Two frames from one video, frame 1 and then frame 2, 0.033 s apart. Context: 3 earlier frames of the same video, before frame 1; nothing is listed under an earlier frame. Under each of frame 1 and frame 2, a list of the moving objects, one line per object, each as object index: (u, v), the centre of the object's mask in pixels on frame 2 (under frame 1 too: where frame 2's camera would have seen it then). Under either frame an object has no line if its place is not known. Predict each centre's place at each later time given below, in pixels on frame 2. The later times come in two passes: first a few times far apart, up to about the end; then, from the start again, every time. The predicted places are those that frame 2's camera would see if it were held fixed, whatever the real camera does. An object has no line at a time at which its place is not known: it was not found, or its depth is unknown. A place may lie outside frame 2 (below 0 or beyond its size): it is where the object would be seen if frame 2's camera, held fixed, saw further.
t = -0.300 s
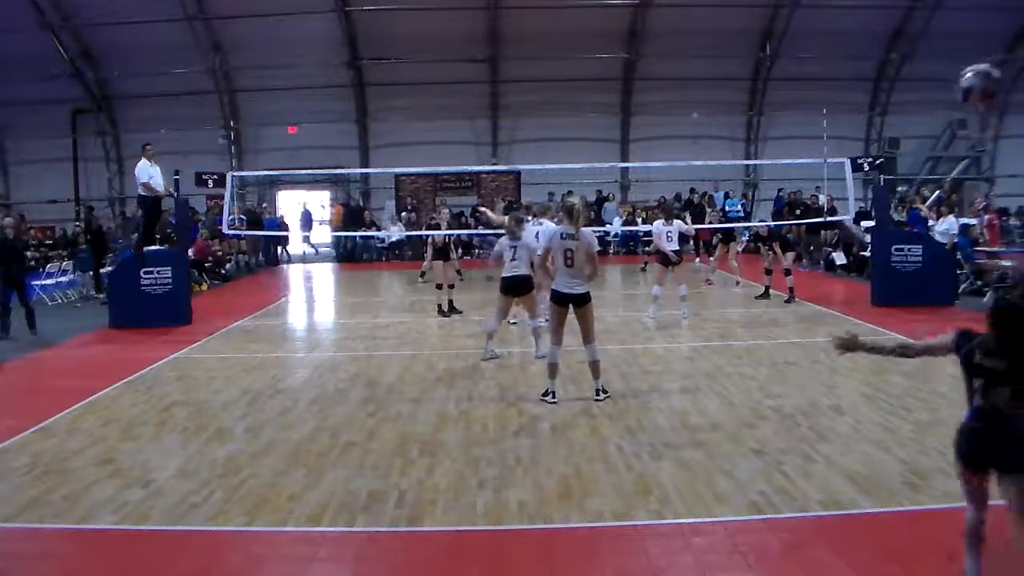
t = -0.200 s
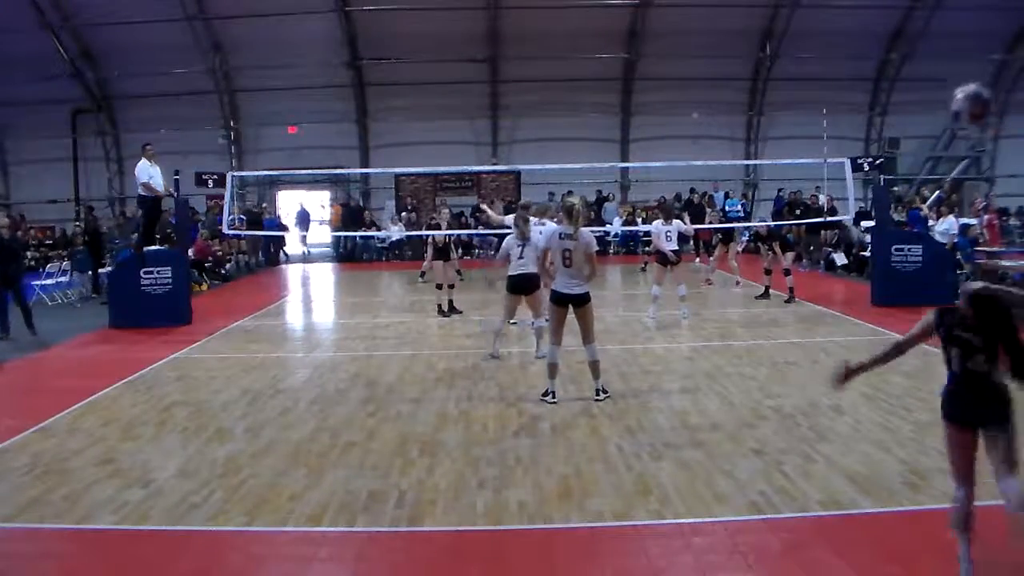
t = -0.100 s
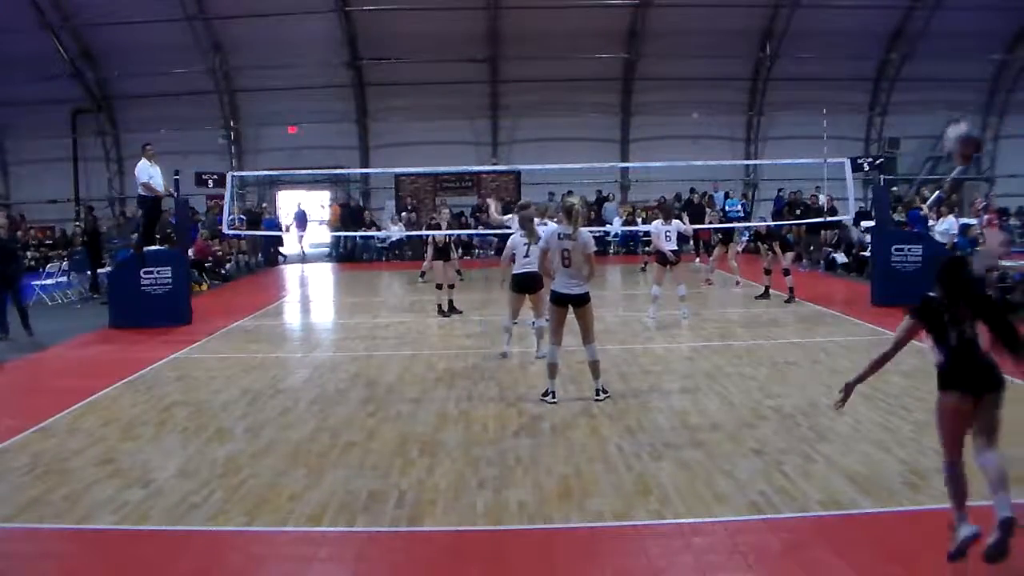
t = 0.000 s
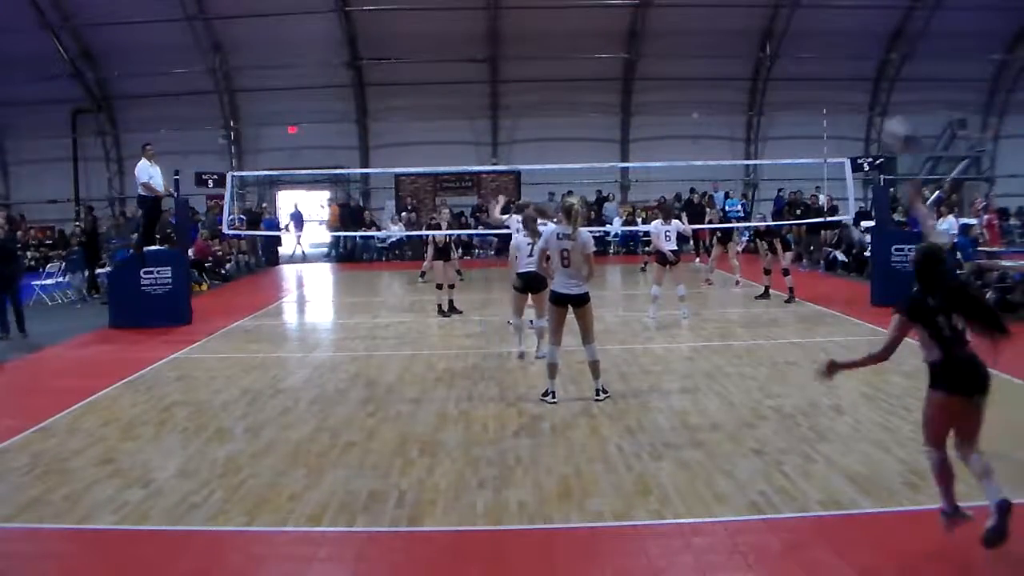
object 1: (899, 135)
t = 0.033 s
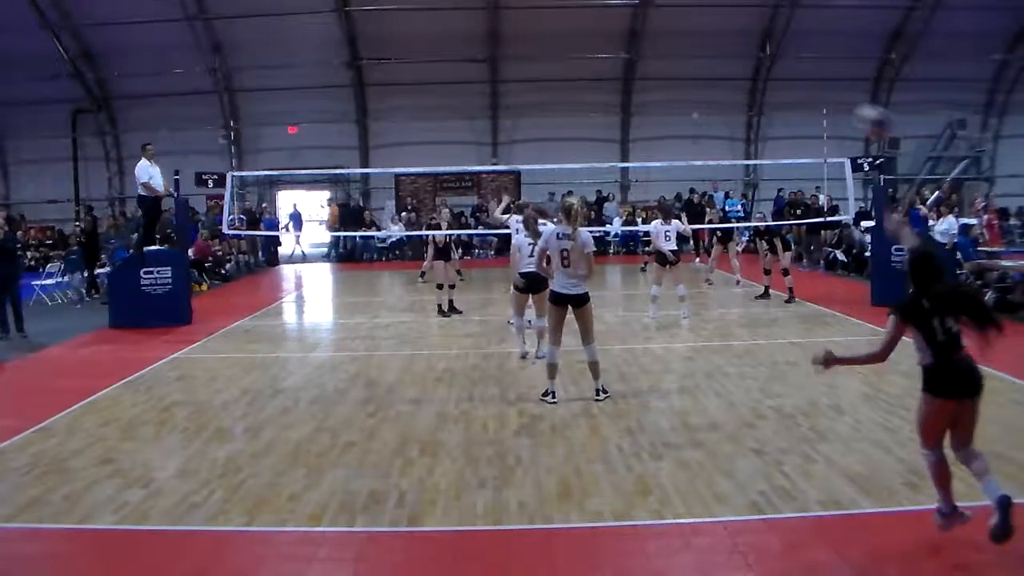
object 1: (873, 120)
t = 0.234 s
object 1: (756, 82)
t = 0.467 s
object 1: (699, 96)
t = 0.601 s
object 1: (685, 119)
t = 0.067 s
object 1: (847, 106)
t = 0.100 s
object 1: (823, 96)
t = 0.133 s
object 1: (803, 91)
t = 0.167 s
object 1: (786, 86)
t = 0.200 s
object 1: (769, 83)
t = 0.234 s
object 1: (756, 82)
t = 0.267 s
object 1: (744, 82)
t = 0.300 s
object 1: (733, 82)
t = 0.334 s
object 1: (725, 83)
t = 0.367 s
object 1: (718, 87)
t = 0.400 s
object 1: (711, 91)
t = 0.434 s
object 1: (705, 94)
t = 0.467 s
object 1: (699, 96)
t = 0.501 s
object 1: (695, 103)
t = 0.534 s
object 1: (692, 108)
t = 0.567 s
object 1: (688, 113)
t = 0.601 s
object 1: (685, 119)
